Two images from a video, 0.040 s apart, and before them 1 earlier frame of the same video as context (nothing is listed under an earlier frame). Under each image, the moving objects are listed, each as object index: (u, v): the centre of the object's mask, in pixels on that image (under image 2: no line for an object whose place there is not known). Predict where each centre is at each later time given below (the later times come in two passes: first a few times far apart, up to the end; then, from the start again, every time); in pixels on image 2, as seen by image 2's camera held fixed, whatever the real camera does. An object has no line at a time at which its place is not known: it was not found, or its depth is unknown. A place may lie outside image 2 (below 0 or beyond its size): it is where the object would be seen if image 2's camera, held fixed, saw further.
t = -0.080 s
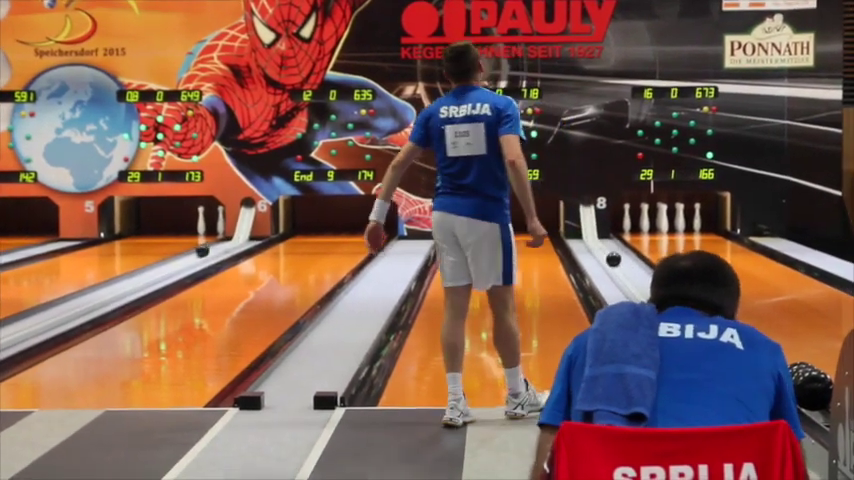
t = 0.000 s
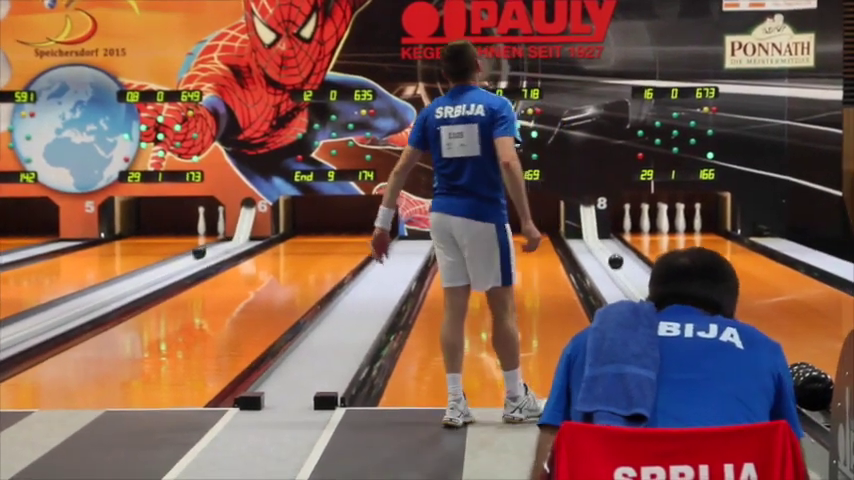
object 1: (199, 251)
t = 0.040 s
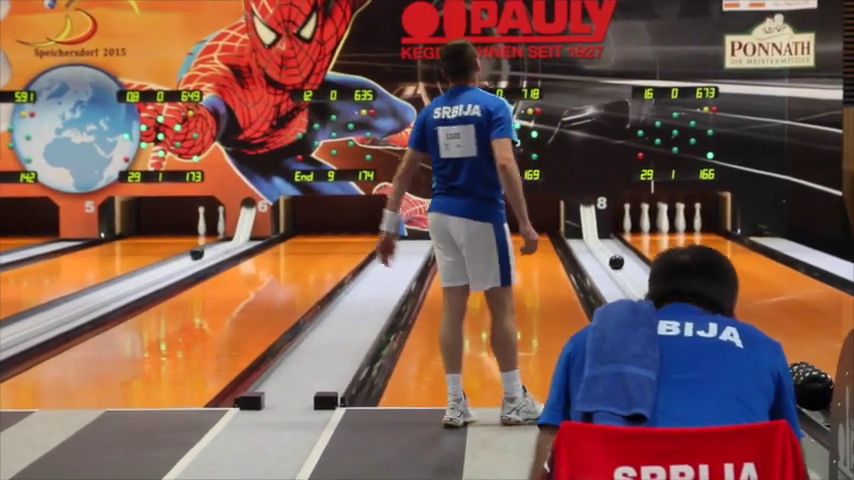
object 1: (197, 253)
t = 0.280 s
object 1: (184, 258)
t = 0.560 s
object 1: (168, 264)
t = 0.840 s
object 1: (151, 270)
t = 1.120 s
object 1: (132, 278)
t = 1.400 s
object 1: (112, 286)
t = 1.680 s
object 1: (88, 295)
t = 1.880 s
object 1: (70, 302)
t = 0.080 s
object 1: (195, 253)
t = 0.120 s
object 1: (192, 254)
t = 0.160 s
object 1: (190, 256)
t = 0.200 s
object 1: (188, 257)
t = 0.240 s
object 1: (185, 257)
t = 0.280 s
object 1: (184, 258)
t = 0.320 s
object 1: (181, 259)
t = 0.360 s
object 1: (179, 260)
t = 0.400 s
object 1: (177, 261)
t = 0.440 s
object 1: (175, 261)
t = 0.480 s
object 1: (173, 262)
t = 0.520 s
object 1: (171, 263)
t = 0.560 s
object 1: (168, 264)
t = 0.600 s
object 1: (166, 265)
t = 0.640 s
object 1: (164, 266)
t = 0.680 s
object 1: (161, 266)
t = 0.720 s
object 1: (159, 267)
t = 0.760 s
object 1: (157, 268)
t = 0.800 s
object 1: (154, 269)
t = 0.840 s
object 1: (151, 270)
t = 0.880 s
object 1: (149, 271)
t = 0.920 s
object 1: (147, 272)
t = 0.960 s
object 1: (144, 273)
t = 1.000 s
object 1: (141, 274)
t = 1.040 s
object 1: (138, 276)
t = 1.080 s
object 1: (135, 277)
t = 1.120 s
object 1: (132, 278)
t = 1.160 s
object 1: (130, 279)
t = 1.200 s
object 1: (127, 280)
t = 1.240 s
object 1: (124, 281)
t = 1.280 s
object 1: (121, 282)
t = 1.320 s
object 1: (118, 283)
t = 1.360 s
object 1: (115, 284)
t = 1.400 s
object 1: (112, 286)
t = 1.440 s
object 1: (108, 286)
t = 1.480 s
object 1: (105, 288)
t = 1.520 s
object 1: (102, 289)
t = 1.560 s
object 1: (99, 291)
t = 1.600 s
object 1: (95, 292)
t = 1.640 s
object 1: (92, 293)
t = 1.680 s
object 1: (88, 295)
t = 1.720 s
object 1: (85, 296)
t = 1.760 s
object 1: (81, 297)
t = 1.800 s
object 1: (78, 299)
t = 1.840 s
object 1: (74, 301)
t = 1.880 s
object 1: (70, 302)
